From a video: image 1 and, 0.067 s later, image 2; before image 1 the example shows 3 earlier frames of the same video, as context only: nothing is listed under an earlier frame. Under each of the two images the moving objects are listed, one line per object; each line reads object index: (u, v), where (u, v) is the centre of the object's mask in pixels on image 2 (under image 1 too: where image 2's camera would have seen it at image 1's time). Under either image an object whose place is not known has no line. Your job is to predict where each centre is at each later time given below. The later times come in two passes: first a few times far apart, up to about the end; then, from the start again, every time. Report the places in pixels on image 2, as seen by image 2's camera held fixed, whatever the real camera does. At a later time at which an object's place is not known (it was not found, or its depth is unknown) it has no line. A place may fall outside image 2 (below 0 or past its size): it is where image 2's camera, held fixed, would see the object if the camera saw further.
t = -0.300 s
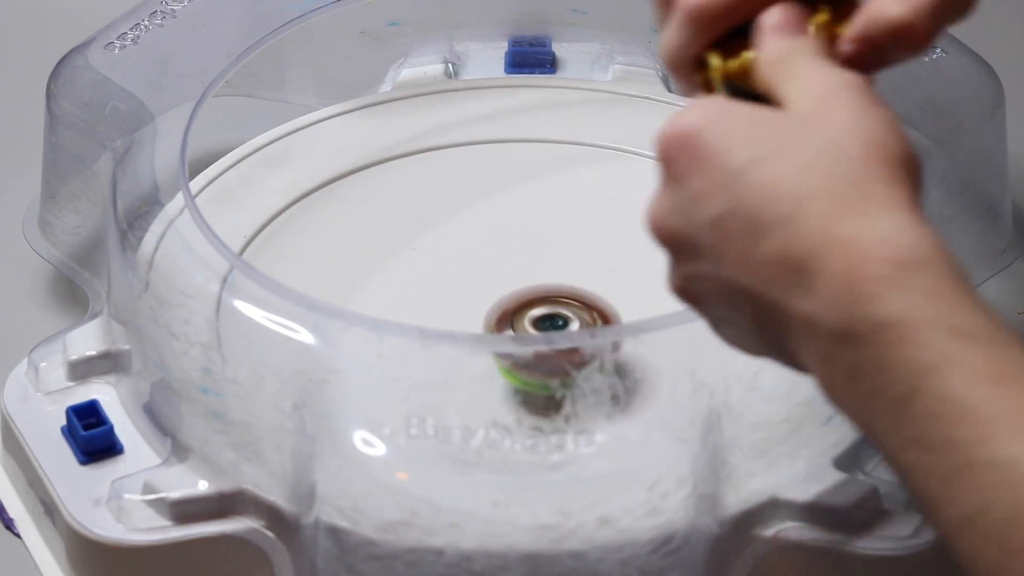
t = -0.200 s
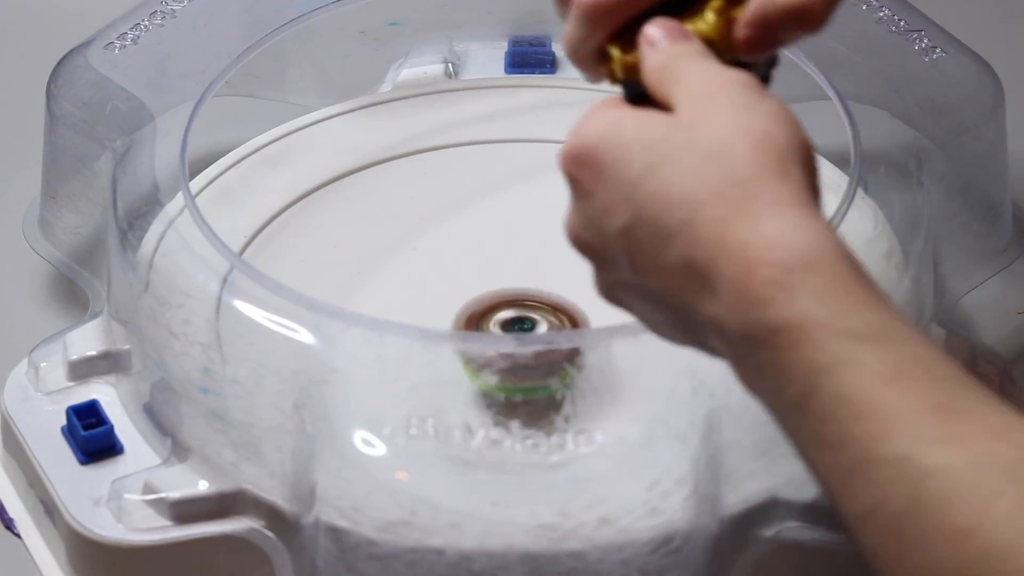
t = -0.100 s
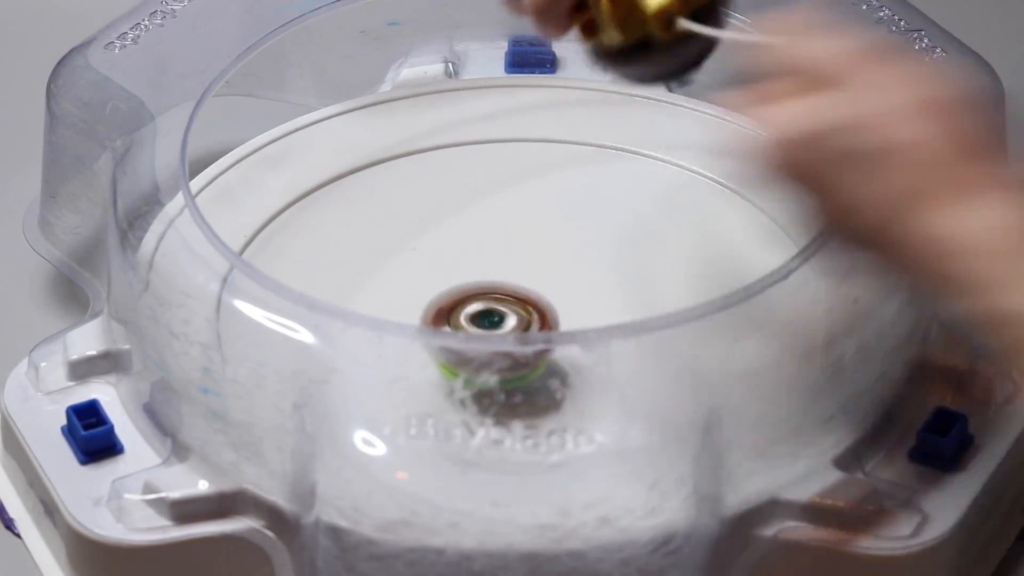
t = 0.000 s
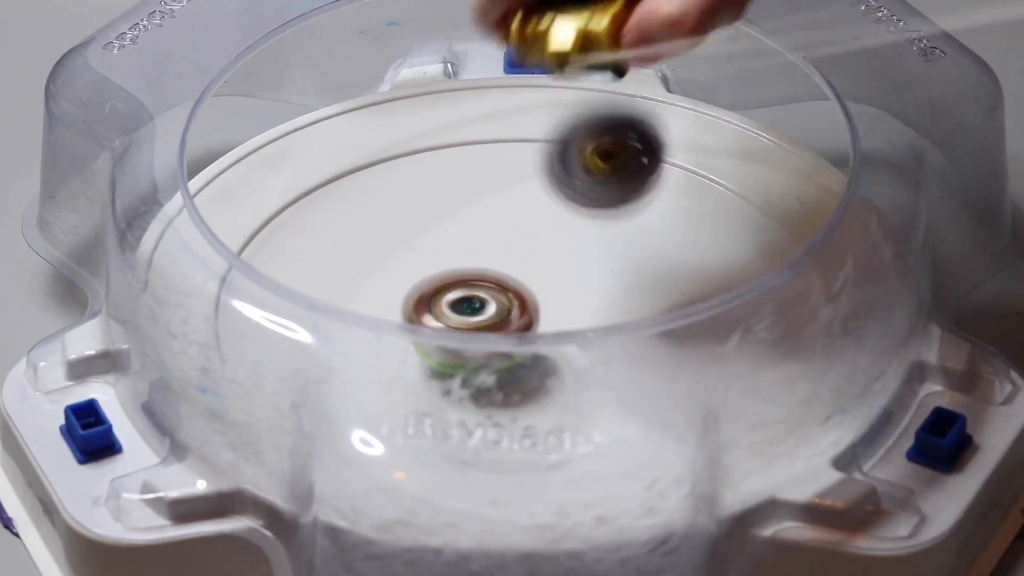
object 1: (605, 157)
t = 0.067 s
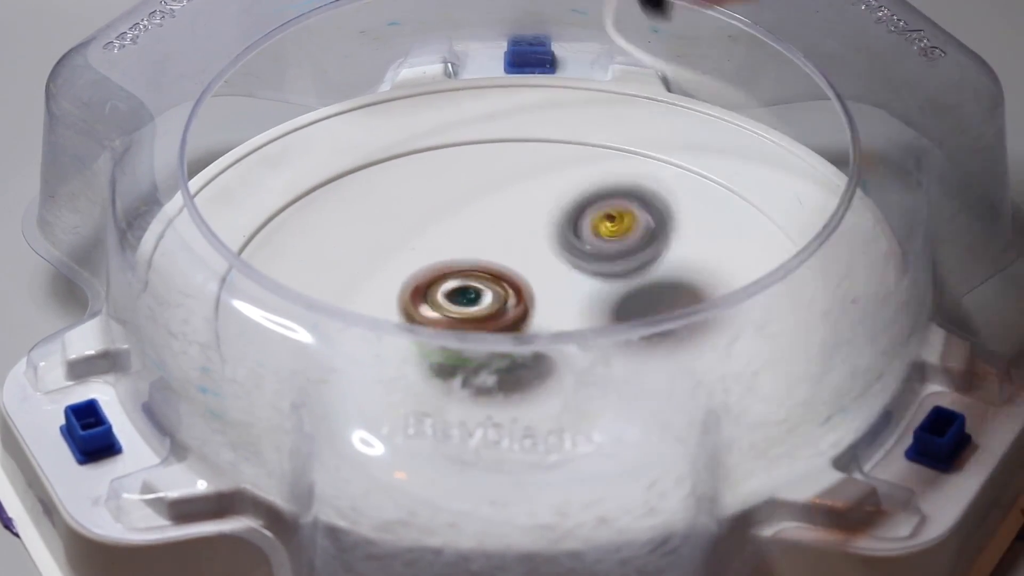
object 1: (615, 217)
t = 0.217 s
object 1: (517, 190)
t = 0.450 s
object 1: (524, 121)
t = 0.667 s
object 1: (633, 163)
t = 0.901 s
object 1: (493, 162)
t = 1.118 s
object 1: (550, 133)
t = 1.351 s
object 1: (542, 178)
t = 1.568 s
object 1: (604, 174)
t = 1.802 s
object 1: (469, 139)
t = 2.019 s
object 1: (563, 117)
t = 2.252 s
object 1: (538, 216)
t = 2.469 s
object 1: (319, 214)
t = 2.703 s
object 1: (409, 160)
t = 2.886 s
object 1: (470, 259)
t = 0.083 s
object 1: (603, 204)
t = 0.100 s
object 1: (590, 194)
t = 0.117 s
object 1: (580, 194)
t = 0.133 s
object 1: (567, 196)
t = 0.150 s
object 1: (556, 203)
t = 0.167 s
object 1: (544, 207)
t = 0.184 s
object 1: (534, 203)
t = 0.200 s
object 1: (525, 195)
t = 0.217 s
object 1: (517, 190)
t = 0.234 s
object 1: (508, 191)
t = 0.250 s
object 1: (501, 191)
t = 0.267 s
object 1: (496, 175)
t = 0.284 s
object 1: (489, 160)
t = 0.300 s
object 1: (484, 147)
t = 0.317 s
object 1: (482, 133)
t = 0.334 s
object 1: (482, 118)
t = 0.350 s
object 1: (483, 105)
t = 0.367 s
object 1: (488, 95)
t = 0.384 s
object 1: (495, 92)
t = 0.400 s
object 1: (502, 94)
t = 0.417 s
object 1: (509, 103)
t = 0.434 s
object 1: (516, 115)
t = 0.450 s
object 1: (524, 121)
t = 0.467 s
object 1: (532, 125)
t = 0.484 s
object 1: (541, 129)
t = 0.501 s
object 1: (550, 132)
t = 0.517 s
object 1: (560, 134)
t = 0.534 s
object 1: (569, 135)
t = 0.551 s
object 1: (579, 138)
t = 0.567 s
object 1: (589, 138)
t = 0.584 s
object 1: (599, 139)
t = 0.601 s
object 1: (609, 140)
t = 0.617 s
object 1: (617, 144)
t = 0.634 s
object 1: (625, 148)
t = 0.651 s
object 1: (631, 155)
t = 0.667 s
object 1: (633, 163)
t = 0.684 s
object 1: (633, 174)
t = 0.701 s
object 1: (627, 187)
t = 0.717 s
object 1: (619, 198)
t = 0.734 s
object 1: (608, 209)
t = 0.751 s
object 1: (596, 212)
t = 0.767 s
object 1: (586, 210)
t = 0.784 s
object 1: (575, 207)
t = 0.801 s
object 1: (562, 205)
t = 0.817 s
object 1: (549, 200)
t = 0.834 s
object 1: (535, 195)
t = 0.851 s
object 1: (524, 189)
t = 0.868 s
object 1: (511, 181)
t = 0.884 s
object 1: (502, 173)
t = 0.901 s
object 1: (493, 162)
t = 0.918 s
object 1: (485, 154)
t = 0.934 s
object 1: (482, 143)
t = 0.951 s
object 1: (479, 134)
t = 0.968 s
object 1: (478, 124)
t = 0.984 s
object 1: (480, 114)
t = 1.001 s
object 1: (484, 106)
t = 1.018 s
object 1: (490, 98)
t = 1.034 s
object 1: (498, 101)
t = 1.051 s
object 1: (508, 110)
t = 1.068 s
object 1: (519, 116)
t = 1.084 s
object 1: (530, 122)
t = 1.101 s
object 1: (540, 127)
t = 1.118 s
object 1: (550, 133)
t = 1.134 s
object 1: (561, 138)
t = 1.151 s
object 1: (570, 144)
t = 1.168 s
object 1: (578, 152)
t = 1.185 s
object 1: (582, 160)
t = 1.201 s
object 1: (583, 171)
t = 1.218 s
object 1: (581, 183)
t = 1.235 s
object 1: (578, 193)
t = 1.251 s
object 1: (570, 202)
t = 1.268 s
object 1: (564, 206)
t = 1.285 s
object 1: (561, 202)
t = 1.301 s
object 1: (557, 197)
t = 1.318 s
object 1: (552, 191)
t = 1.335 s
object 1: (546, 186)
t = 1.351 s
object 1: (542, 178)
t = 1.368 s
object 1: (540, 170)
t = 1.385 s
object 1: (539, 162)
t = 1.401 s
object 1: (540, 154)
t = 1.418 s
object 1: (544, 149)
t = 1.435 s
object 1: (549, 142)
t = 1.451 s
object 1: (554, 139)
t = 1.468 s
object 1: (561, 137)
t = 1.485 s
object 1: (570, 137)
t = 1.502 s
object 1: (581, 139)
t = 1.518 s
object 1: (589, 145)
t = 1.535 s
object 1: (598, 152)
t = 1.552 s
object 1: (603, 161)
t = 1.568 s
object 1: (604, 174)
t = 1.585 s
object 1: (602, 188)
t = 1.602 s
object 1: (599, 198)
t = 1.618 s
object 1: (592, 208)
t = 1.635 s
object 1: (582, 222)
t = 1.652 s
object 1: (571, 233)
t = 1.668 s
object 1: (556, 245)
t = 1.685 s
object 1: (540, 254)
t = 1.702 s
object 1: (524, 259)
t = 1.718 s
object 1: (512, 239)
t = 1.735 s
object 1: (500, 218)
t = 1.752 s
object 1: (490, 198)
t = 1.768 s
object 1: (480, 180)
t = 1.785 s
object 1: (473, 158)
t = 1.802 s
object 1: (469, 139)
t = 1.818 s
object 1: (469, 121)
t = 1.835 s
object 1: (471, 103)
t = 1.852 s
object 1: (476, 93)
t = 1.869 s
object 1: (485, 88)
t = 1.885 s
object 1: (494, 90)
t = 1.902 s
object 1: (502, 96)
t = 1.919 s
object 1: (511, 109)
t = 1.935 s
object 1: (520, 110)
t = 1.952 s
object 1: (530, 112)
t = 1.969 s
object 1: (540, 115)
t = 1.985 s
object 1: (548, 115)
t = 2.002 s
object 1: (557, 117)
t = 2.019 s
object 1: (563, 117)
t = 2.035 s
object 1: (569, 118)
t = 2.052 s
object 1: (576, 120)
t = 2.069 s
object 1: (582, 122)
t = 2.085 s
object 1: (585, 125)
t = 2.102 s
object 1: (589, 130)
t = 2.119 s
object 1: (592, 137)
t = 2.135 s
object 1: (596, 145)
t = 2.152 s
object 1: (596, 156)
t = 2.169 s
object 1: (591, 166)
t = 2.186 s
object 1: (585, 179)
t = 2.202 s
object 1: (576, 188)
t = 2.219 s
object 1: (565, 198)
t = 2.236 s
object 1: (553, 207)
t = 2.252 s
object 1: (538, 216)
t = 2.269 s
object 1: (521, 224)
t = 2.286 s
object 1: (504, 230)
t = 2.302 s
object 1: (487, 237)
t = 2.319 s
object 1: (469, 241)
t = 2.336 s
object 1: (451, 243)
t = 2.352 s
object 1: (433, 245)
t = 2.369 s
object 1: (414, 244)
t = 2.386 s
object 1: (396, 242)
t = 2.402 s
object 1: (378, 239)
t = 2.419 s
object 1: (361, 234)
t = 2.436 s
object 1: (345, 228)
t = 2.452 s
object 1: (332, 221)
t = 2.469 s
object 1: (319, 214)
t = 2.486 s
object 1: (304, 200)
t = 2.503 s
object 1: (295, 192)
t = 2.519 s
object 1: (288, 180)
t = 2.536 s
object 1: (283, 171)
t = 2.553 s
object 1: (289, 166)
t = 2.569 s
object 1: (305, 163)
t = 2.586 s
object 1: (321, 167)
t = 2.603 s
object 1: (336, 165)
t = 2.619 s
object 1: (350, 164)
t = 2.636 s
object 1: (363, 163)
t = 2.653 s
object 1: (376, 162)
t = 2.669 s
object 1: (387, 160)
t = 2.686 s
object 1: (398, 159)
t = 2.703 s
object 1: (409, 160)
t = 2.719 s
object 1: (418, 161)
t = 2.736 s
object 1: (428, 165)
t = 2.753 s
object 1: (440, 172)
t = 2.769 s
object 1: (451, 181)
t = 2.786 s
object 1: (458, 191)
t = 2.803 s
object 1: (464, 201)
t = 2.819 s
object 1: (469, 210)
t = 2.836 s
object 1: (472, 223)
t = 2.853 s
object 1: (473, 235)
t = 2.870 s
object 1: (472, 247)
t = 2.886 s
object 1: (470, 259)
